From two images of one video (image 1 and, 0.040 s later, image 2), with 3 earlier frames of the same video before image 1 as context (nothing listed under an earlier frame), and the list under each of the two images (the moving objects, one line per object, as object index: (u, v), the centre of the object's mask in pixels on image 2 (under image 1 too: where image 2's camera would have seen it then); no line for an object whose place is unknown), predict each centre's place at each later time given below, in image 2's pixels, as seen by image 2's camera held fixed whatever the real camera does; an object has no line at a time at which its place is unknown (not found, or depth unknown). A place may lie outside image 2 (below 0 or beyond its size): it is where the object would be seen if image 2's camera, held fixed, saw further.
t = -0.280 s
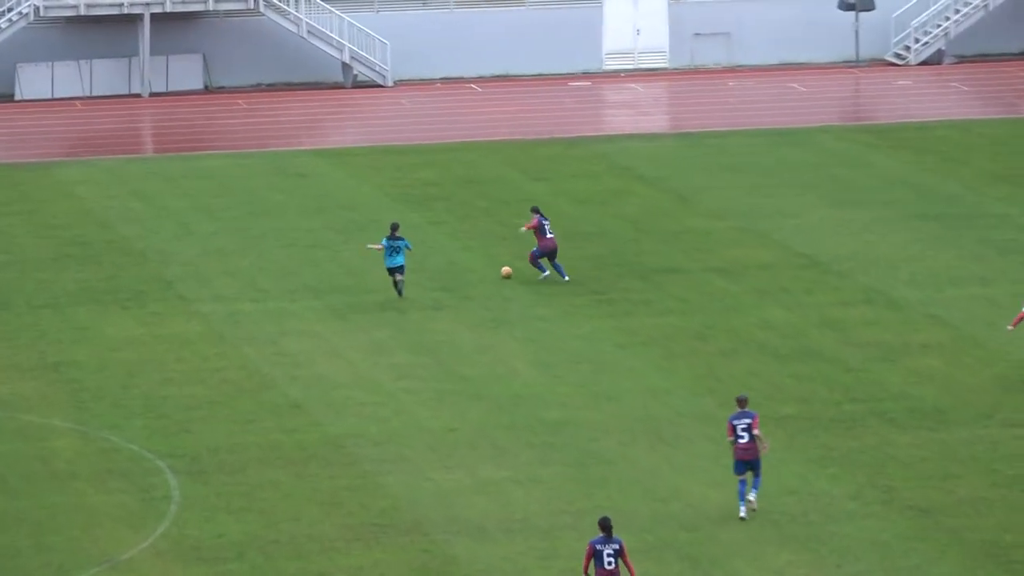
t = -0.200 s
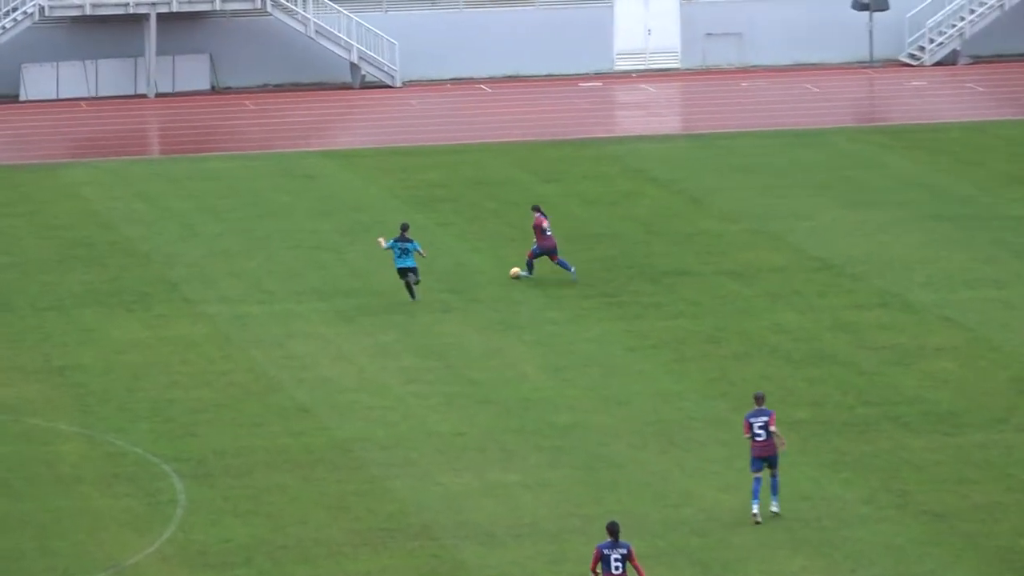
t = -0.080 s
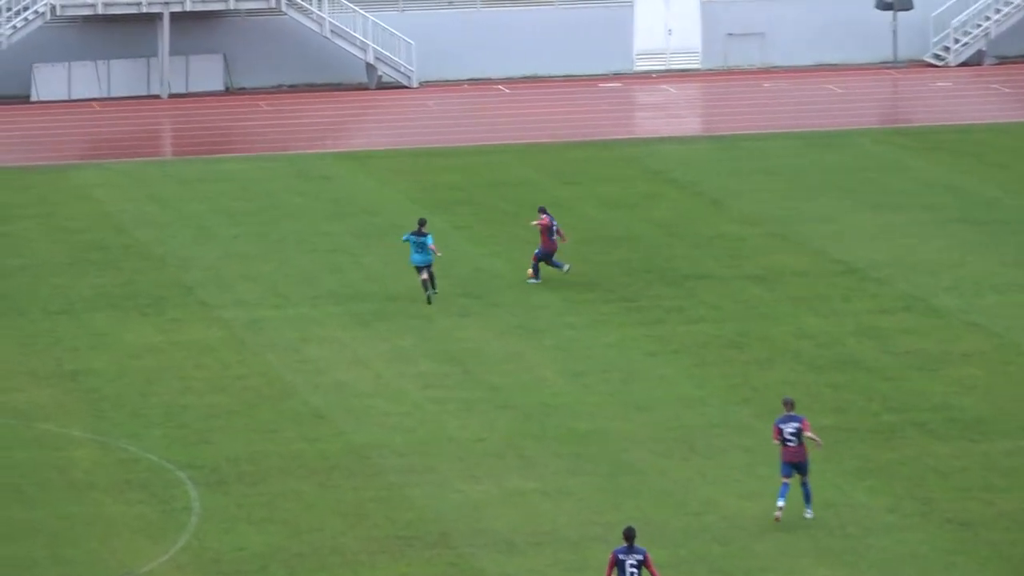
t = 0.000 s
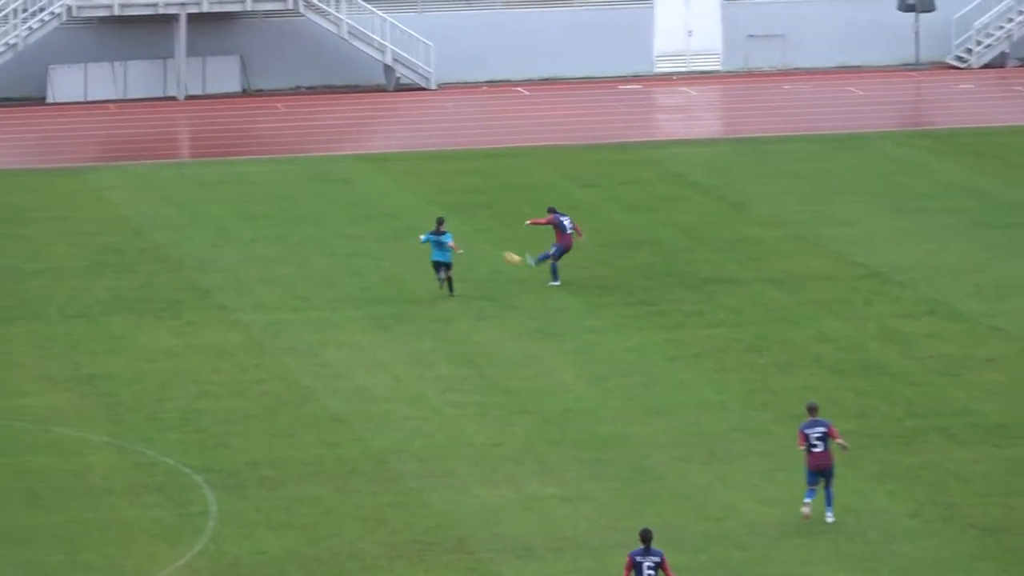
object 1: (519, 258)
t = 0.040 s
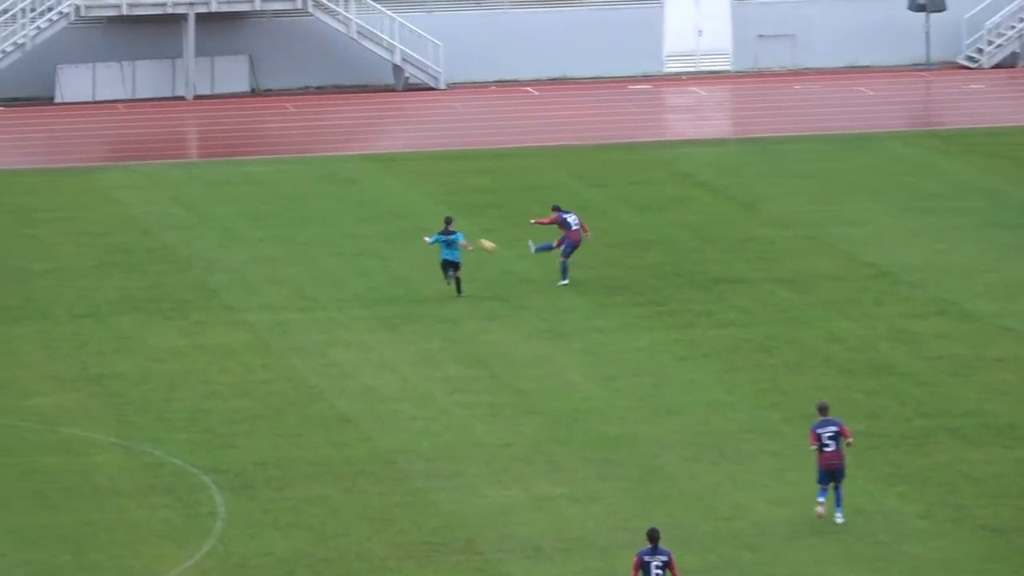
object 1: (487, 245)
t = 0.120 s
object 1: (420, 219)
